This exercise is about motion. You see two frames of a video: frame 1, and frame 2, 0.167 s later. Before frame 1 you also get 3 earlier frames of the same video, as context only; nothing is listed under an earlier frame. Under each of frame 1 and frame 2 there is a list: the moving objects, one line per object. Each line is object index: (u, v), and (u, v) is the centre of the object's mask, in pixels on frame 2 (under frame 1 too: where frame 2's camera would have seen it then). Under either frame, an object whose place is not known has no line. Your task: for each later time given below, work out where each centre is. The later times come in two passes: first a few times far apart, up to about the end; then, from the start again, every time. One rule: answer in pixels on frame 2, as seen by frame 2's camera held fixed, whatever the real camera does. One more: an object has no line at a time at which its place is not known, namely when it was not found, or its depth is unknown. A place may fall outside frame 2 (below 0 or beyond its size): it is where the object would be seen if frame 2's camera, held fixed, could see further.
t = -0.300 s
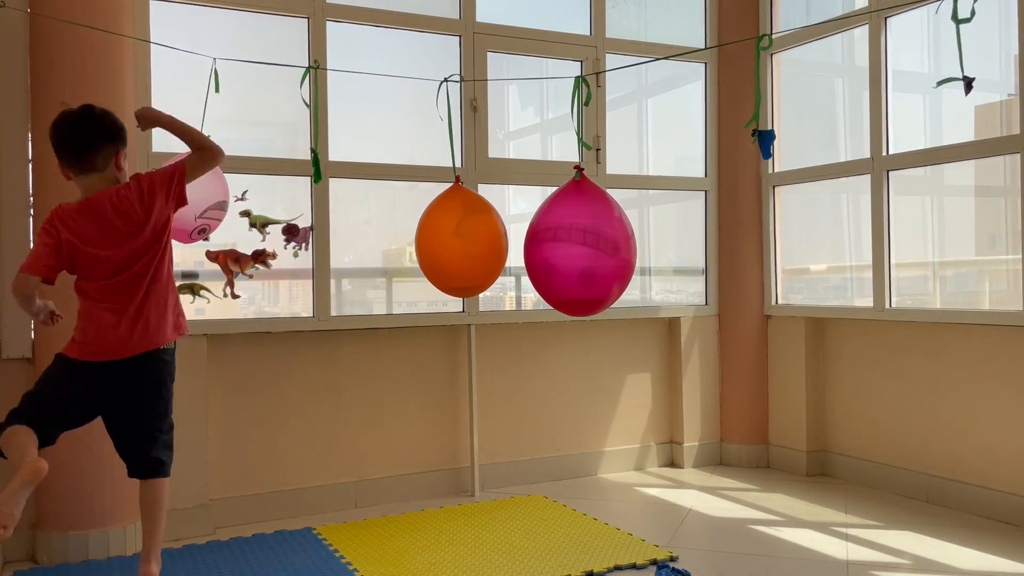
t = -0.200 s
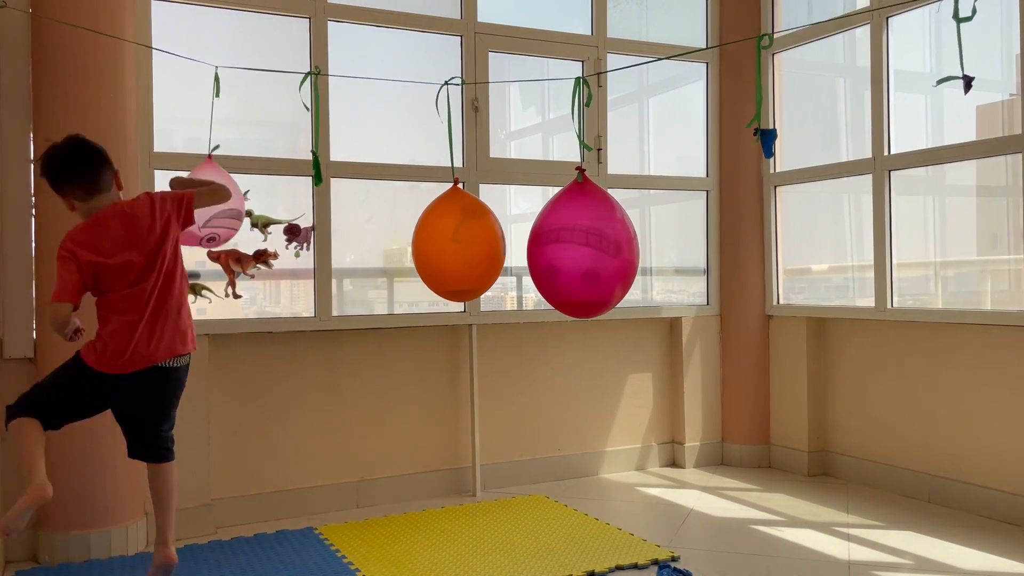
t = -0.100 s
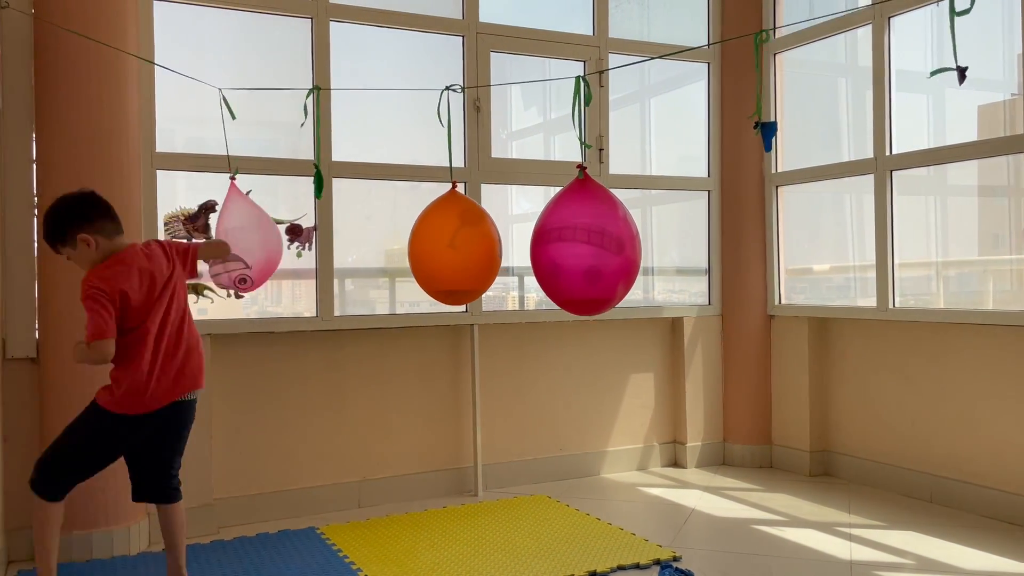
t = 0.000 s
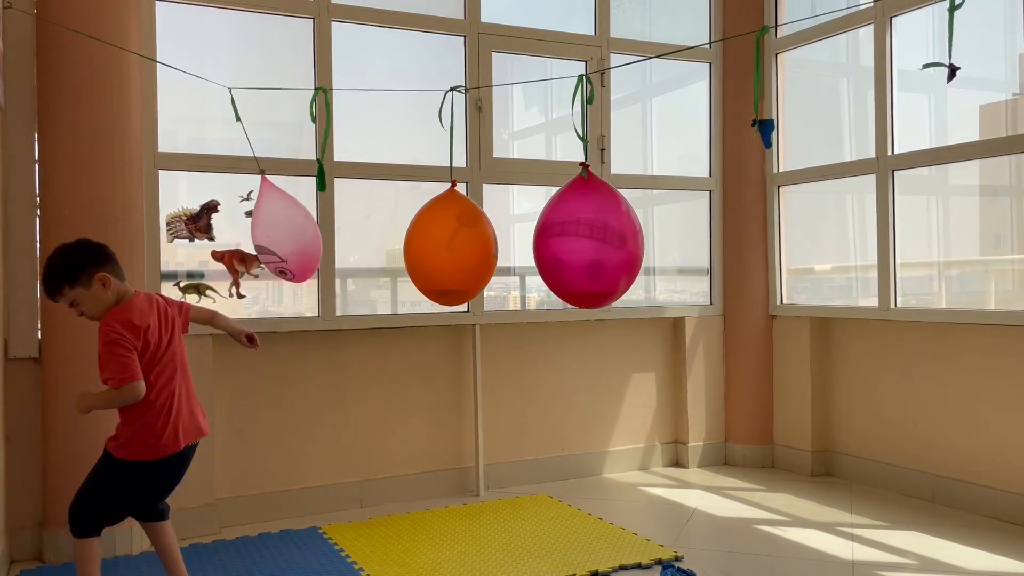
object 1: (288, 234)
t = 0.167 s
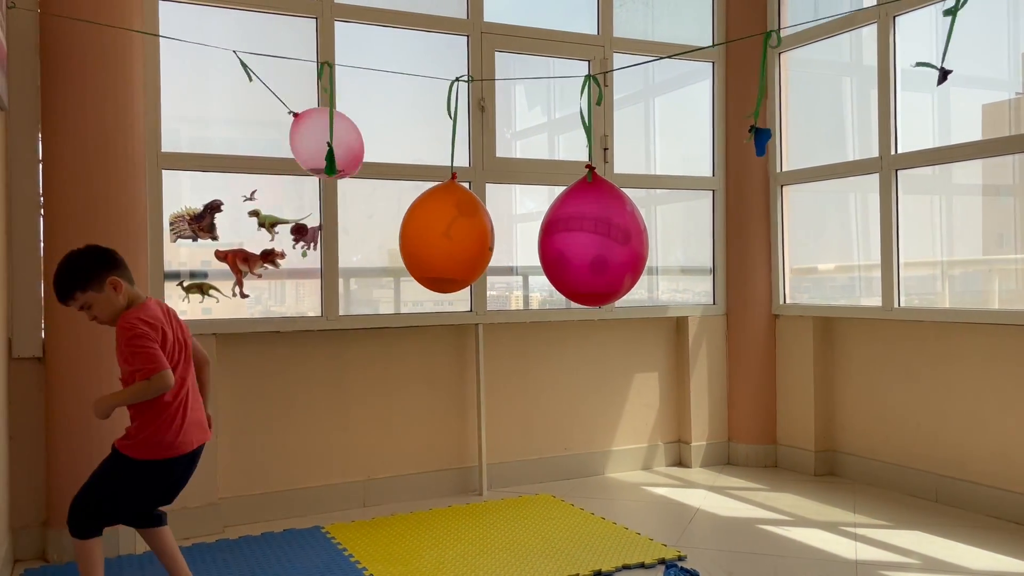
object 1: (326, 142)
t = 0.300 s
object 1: (336, 98)
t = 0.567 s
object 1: (342, 129)
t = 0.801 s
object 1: (278, 223)
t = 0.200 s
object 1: (328, 127)
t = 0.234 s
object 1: (330, 115)
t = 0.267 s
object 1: (335, 105)
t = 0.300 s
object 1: (336, 98)
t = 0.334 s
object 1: (339, 93)
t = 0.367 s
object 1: (342, 91)
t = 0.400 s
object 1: (346, 93)
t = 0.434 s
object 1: (347, 94)
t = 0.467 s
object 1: (347, 100)
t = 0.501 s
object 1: (347, 108)
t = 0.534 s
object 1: (345, 118)
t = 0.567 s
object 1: (342, 129)
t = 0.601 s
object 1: (335, 145)
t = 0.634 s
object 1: (333, 160)
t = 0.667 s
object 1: (325, 175)
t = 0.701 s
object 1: (319, 188)
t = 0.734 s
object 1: (312, 201)
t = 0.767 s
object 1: (298, 213)
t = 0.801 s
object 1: (278, 223)
